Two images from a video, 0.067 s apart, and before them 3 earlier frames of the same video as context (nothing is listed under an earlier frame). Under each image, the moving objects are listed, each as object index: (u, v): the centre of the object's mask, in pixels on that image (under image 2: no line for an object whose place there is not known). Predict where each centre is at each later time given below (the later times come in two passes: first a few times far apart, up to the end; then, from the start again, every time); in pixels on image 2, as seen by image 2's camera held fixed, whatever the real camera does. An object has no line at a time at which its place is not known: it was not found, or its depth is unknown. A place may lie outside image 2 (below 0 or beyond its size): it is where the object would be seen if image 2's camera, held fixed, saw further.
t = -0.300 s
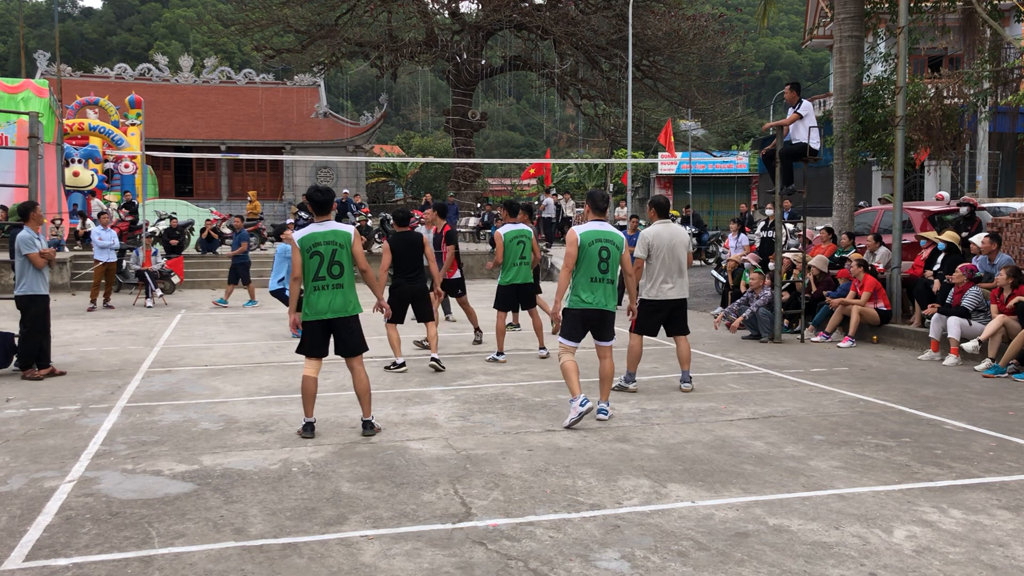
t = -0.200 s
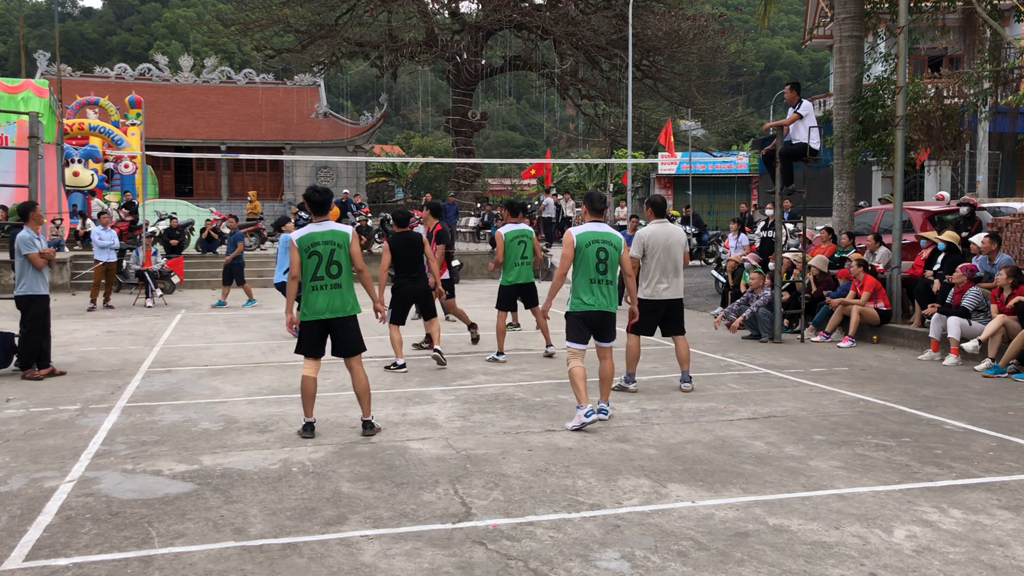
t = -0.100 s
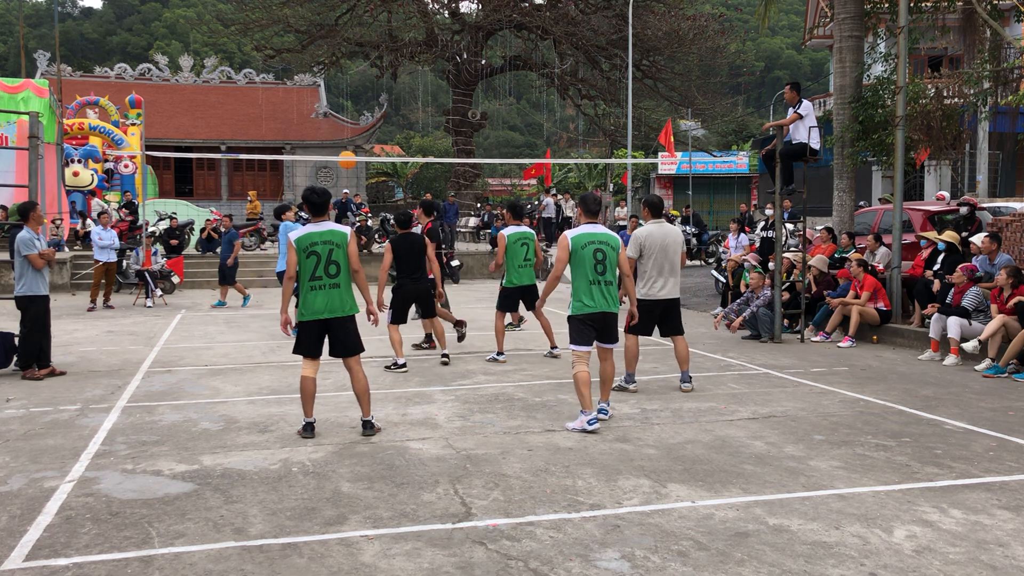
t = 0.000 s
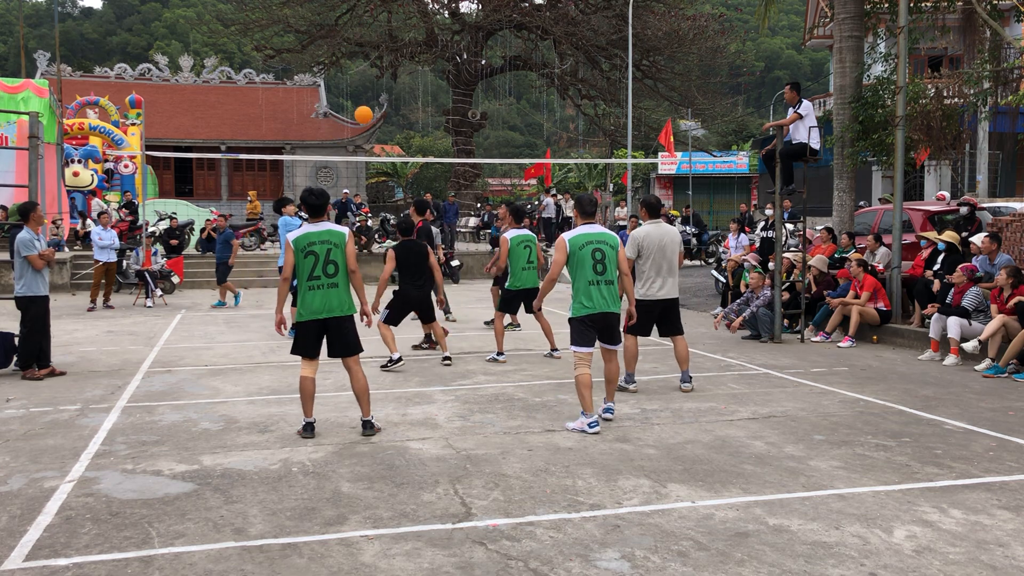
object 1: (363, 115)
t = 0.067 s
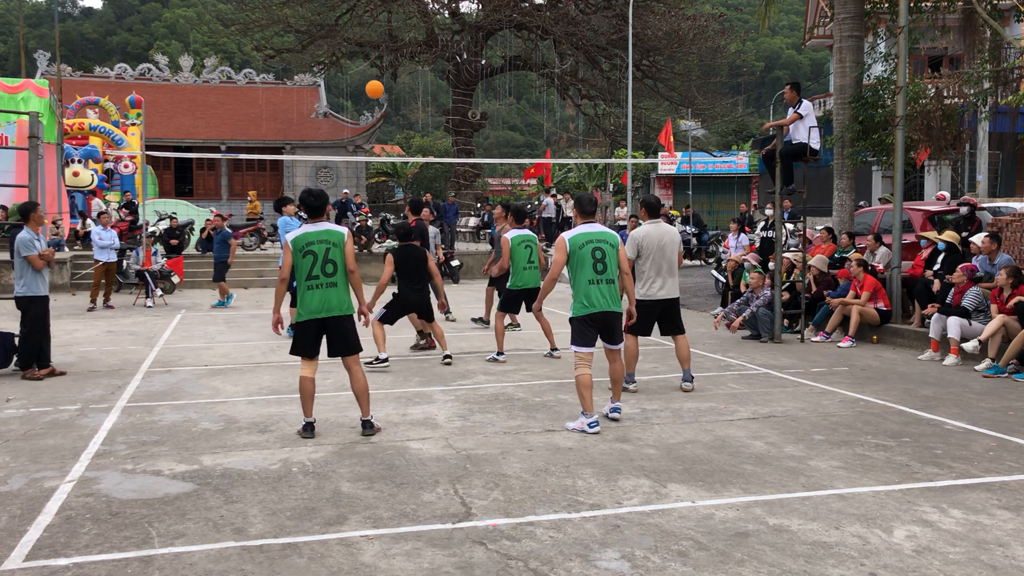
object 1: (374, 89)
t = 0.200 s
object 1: (395, 48)
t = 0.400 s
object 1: (427, 14)
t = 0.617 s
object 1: (460, 12)
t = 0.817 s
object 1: (489, 42)
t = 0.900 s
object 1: (501, 63)
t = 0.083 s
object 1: (377, 83)
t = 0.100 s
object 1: (380, 78)
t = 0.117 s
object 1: (382, 72)
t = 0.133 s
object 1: (385, 67)
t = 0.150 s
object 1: (388, 62)
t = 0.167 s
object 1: (390, 57)
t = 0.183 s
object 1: (393, 53)
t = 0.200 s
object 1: (395, 48)
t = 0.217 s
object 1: (398, 44)
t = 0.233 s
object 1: (401, 41)
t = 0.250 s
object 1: (404, 37)
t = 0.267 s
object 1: (406, 33)
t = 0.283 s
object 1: (409, 30)
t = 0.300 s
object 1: (411, 27)
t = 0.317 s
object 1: (414, 24)
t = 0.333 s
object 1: (417, 22)
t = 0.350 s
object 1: (419, 19)
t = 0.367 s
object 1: (422, 17)
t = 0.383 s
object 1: (424, 15)
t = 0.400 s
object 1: (427, 14)
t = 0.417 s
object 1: (430, 12)
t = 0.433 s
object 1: (432, 11)
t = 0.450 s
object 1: (435, 10)
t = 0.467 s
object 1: (437, 9)
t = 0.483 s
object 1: (440, 9)
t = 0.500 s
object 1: (443, 8)
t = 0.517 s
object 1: (445, 8)
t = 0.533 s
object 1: (448, 8)
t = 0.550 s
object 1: (450, 9)
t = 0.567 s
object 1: (453, 9)
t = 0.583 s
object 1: (455, 9)
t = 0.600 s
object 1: (458, 11)
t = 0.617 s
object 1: (460, 12)
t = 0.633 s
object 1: (463, 13)
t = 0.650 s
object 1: (465, 15)
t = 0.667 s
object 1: (468, 17)
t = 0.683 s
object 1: (470, 18)
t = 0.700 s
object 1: (473, 20)
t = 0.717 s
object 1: (475, 23)
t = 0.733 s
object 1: (477, 25)
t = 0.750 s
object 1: (480, 28)
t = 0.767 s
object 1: (482, 31)
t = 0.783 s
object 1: (485, 35)
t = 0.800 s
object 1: (487, 38)
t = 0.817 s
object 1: (489, 42)
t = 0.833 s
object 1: (492, 45)
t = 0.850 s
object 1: (494, 49)
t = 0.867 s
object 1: (496, 54)
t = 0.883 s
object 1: (499, 58)
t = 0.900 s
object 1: (501, 63)
